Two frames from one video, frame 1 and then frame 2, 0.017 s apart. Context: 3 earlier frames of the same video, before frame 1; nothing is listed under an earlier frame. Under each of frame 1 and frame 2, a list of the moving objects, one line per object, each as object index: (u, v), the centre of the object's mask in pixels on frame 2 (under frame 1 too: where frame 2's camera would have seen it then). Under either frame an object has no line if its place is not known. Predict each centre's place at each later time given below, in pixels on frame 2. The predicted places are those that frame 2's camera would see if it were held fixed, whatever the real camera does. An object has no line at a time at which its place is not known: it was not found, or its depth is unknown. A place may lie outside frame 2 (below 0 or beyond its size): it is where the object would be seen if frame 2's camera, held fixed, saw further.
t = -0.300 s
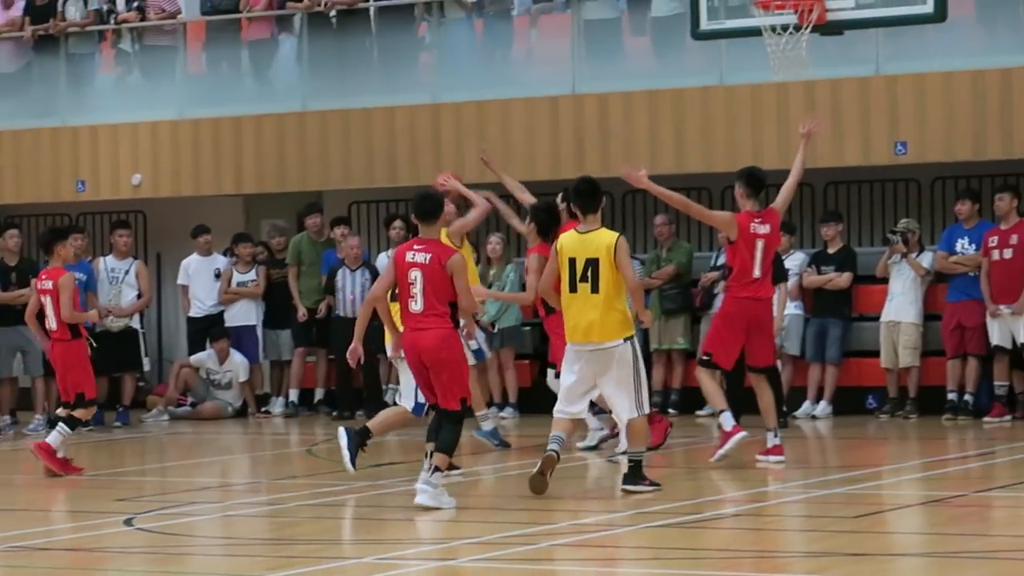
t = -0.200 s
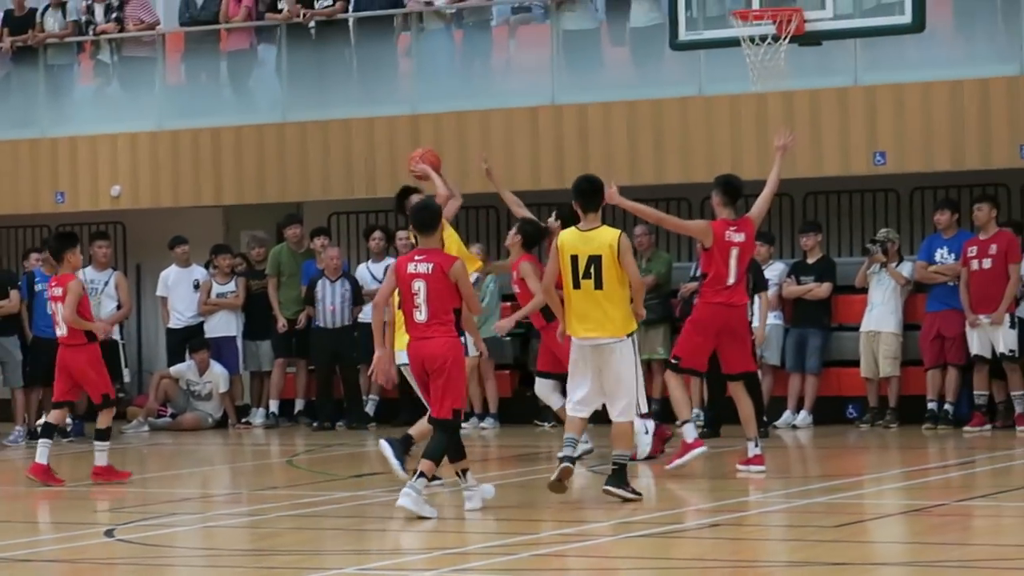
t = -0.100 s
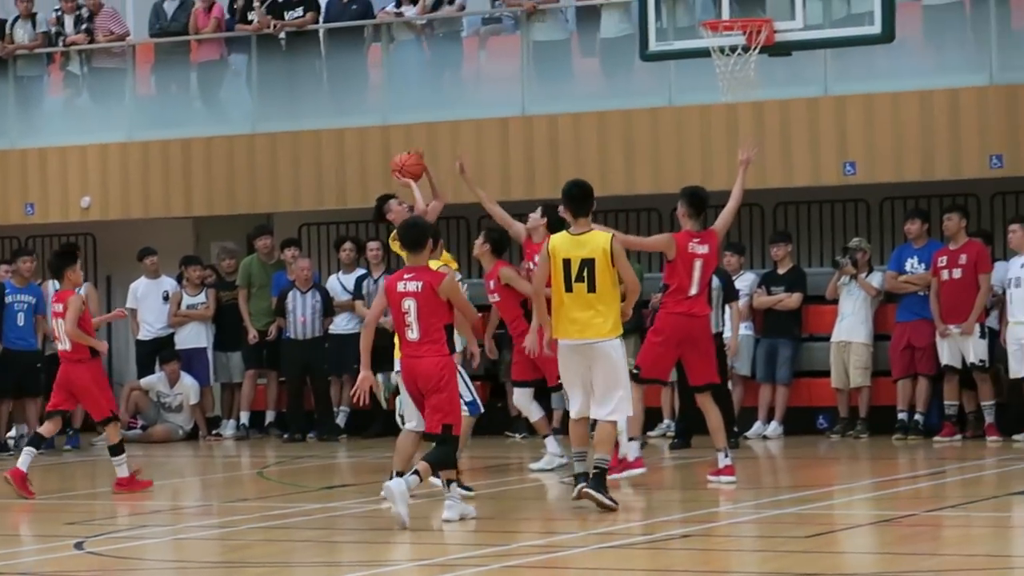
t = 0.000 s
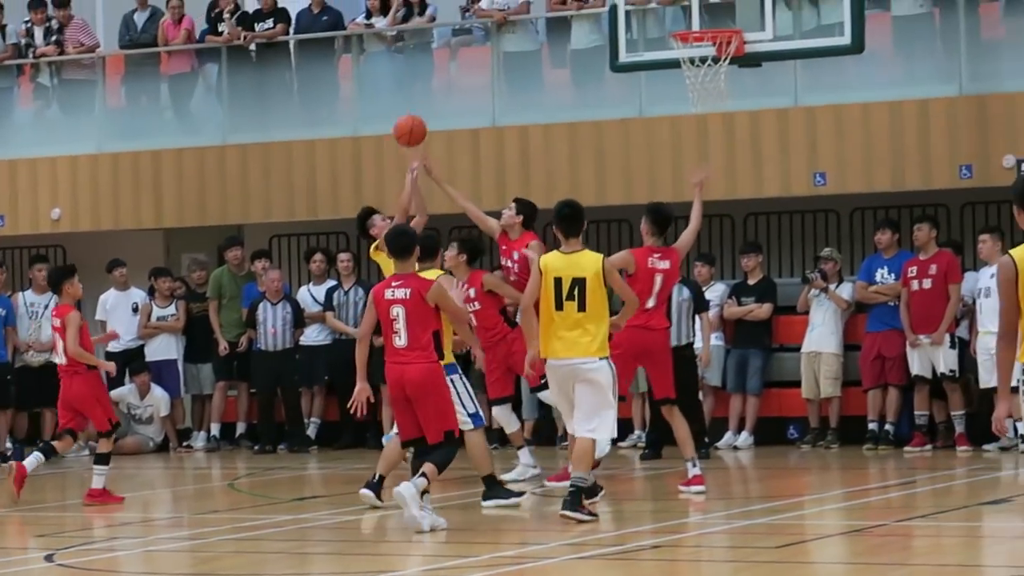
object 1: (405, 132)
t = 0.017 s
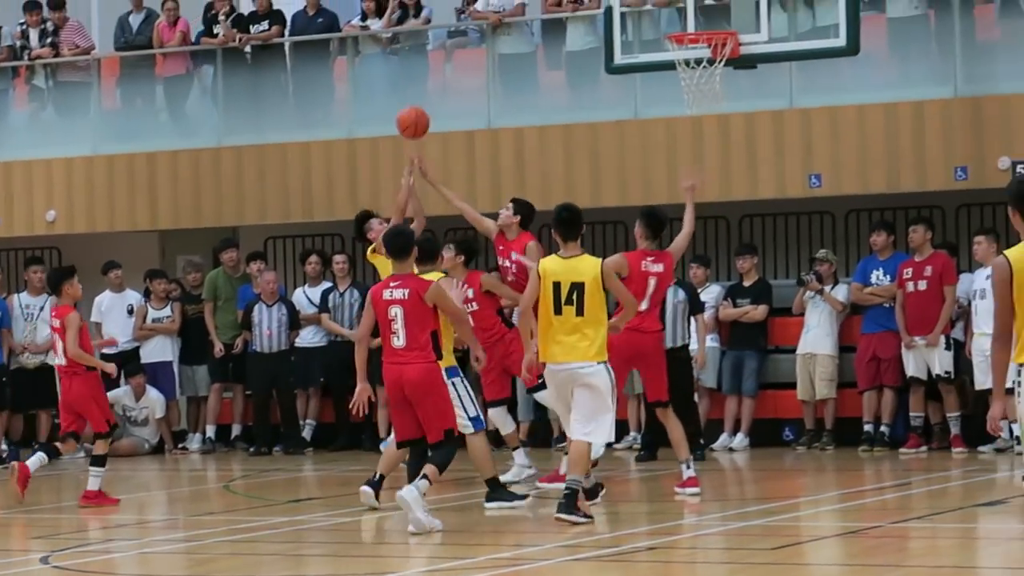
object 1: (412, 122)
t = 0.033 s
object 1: (420, 113)
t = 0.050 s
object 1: (426, 104)
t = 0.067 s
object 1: (433, 95)
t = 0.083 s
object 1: (440, 86)
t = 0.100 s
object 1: (447, 78)
